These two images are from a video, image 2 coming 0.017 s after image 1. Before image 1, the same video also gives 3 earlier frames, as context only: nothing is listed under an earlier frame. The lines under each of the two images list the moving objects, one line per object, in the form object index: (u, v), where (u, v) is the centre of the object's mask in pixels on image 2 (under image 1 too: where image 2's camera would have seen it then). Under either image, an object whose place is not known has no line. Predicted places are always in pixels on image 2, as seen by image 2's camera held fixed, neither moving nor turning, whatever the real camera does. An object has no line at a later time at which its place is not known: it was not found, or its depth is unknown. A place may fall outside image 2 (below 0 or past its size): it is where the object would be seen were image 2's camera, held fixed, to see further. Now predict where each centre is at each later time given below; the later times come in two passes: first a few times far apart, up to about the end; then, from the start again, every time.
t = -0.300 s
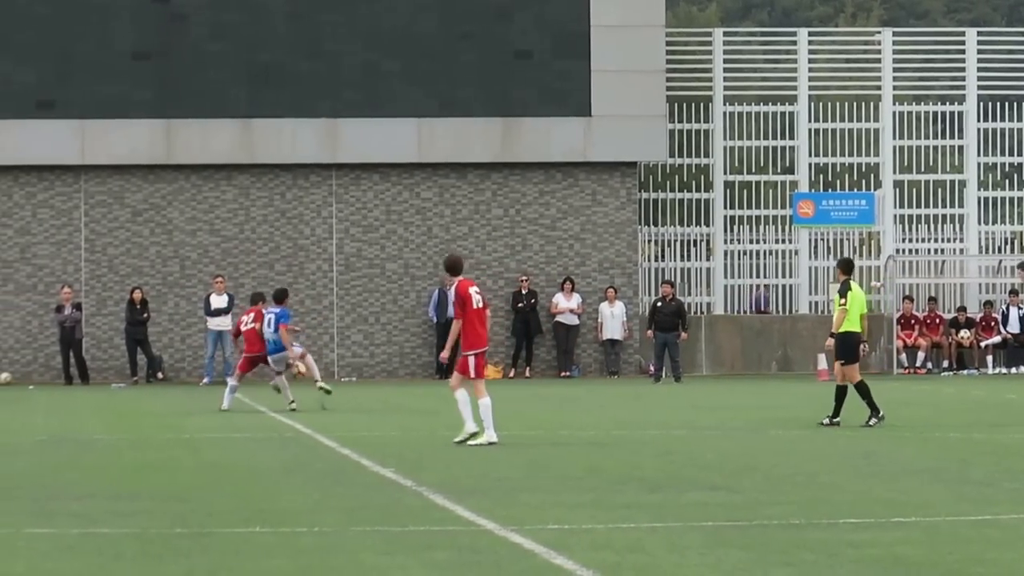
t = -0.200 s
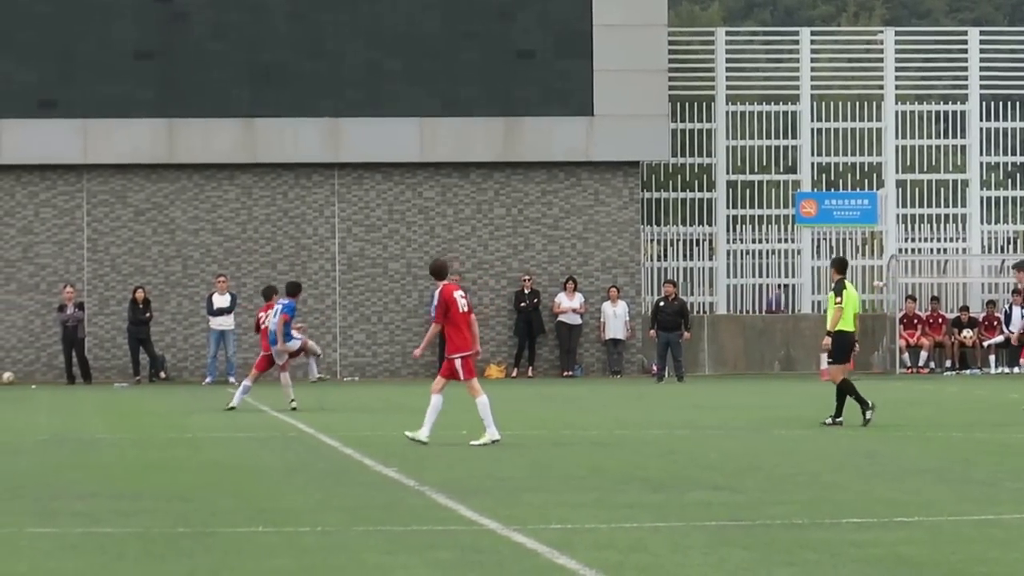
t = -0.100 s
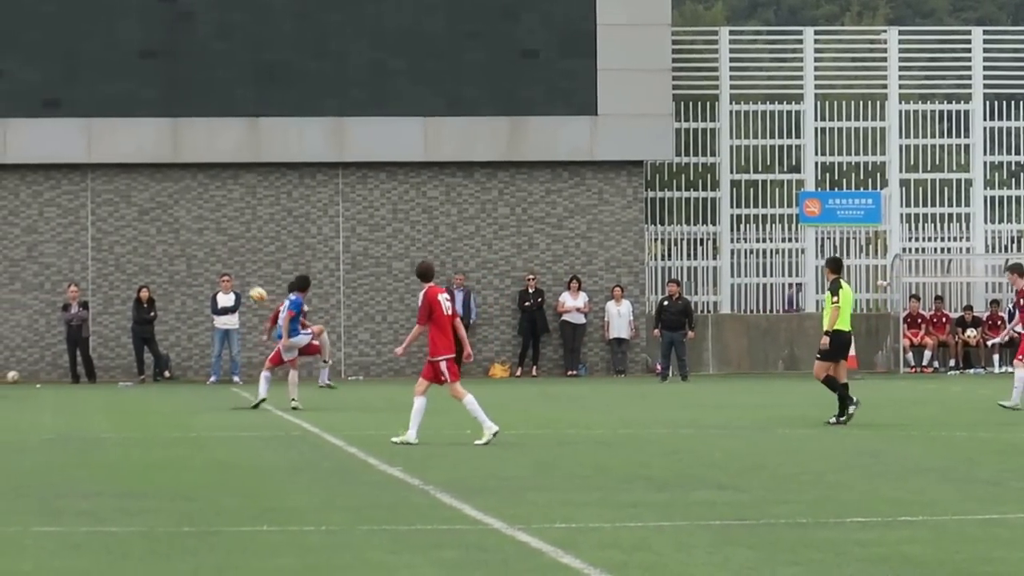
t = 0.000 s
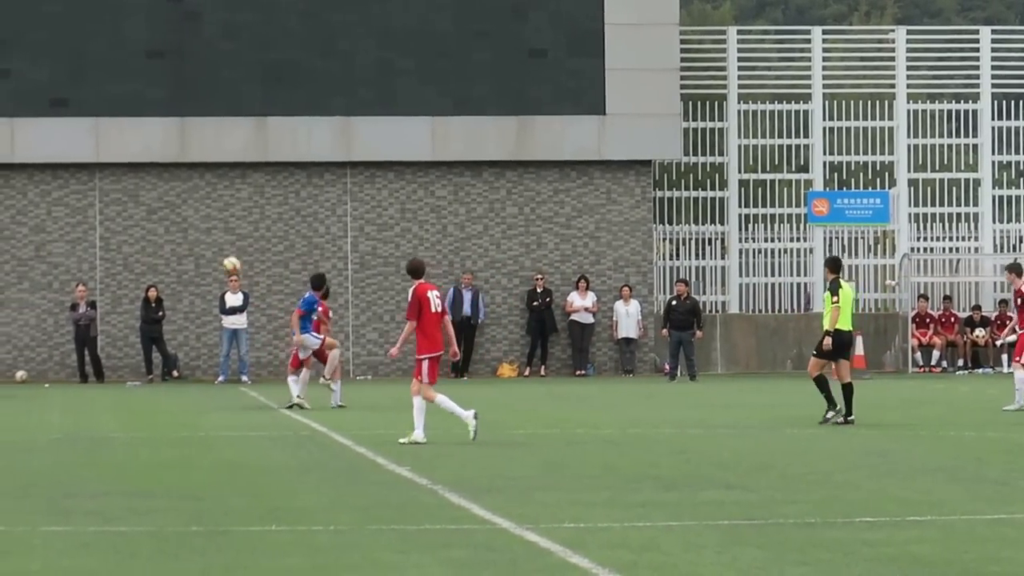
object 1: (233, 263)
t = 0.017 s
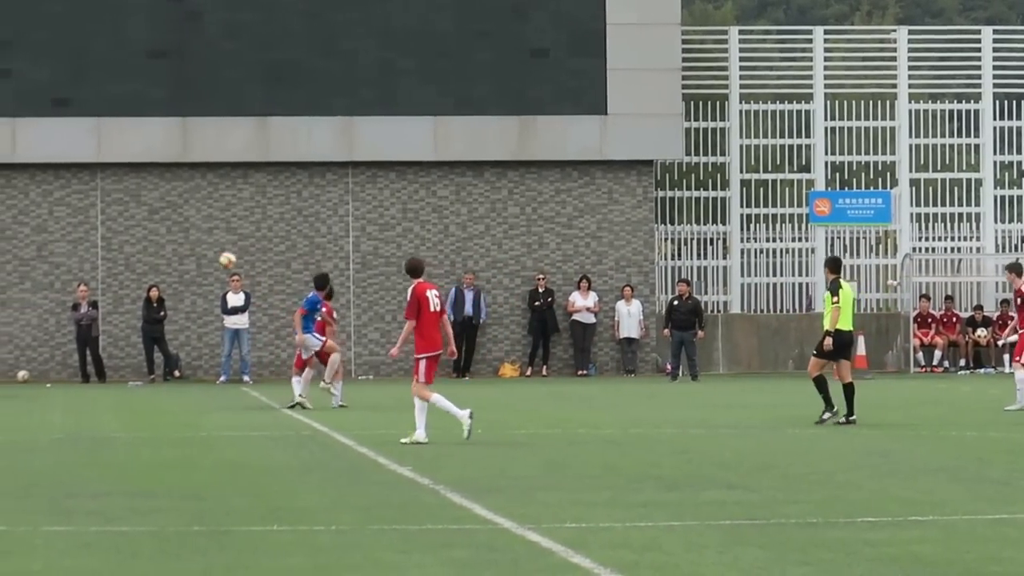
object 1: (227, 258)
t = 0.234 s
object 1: (154, 224)
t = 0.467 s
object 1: (82, 230)
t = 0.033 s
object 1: (221, 255)
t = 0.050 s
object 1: (215, 250)
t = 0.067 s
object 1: (210, 247)
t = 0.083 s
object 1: (204, 244)
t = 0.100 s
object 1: (199, 241)
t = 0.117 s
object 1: (194, 238)
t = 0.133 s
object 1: (188, 235)
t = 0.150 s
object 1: (182, 233)
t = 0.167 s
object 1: (175, 229)
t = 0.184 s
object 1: (171, 228)
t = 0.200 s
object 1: (166, 227)
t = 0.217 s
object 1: (160, 226)
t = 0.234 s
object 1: (154, 224)
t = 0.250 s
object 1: (150, 224)
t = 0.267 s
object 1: (144, 223)
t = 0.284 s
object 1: (138, 222)
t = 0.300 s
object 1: (133, 222)
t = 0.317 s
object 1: (128, 222)
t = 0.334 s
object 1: (123, 221)
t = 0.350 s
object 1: (118, 223)
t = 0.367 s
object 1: (113, 223)
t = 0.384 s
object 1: (108, 223)
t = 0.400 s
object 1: (102, 225)
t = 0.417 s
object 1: (98, 226)
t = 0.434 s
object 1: (92, 227)
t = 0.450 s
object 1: (87, 228)
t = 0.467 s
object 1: (82, 230)
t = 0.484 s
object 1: (77, 232)
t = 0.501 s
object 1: (72, 235)
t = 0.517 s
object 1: (67, 237)
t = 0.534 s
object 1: (62, 239)
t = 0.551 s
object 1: (57, 242)
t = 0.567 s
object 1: (52, 245)
